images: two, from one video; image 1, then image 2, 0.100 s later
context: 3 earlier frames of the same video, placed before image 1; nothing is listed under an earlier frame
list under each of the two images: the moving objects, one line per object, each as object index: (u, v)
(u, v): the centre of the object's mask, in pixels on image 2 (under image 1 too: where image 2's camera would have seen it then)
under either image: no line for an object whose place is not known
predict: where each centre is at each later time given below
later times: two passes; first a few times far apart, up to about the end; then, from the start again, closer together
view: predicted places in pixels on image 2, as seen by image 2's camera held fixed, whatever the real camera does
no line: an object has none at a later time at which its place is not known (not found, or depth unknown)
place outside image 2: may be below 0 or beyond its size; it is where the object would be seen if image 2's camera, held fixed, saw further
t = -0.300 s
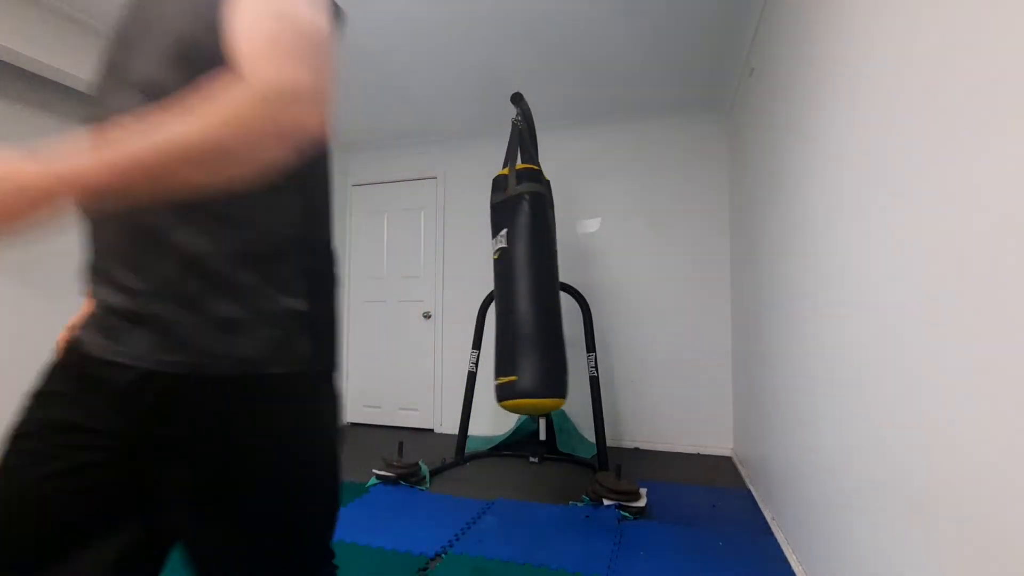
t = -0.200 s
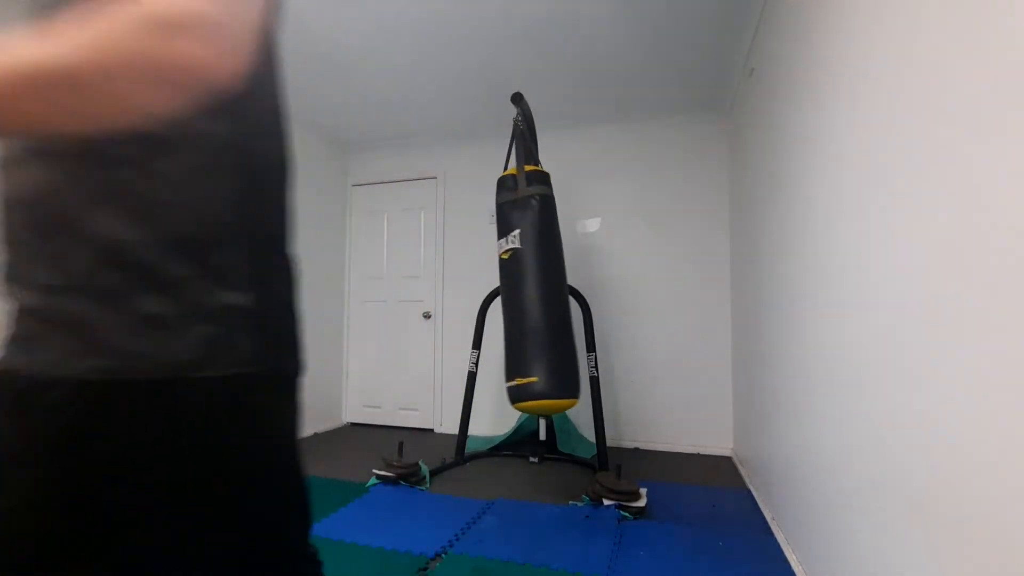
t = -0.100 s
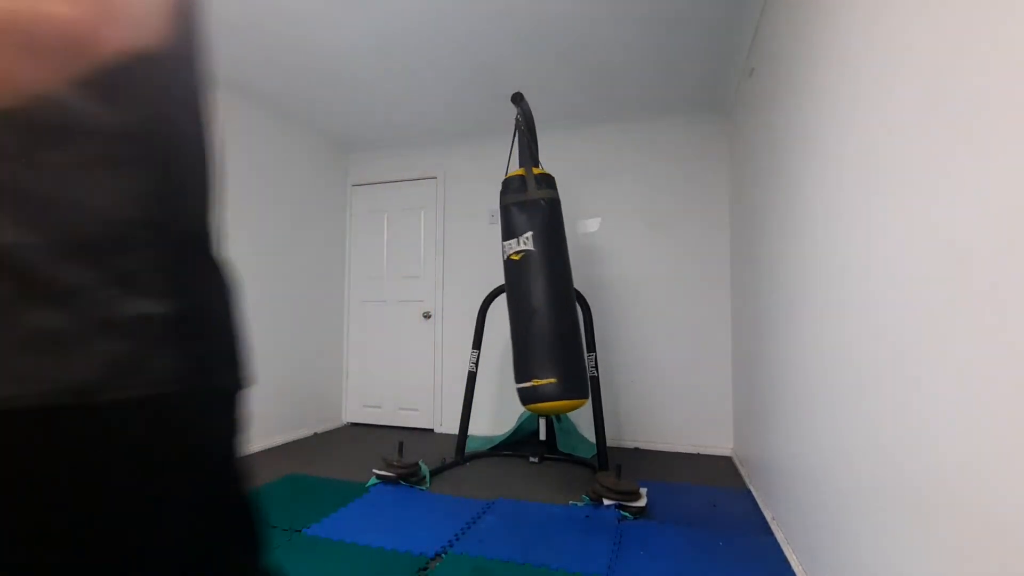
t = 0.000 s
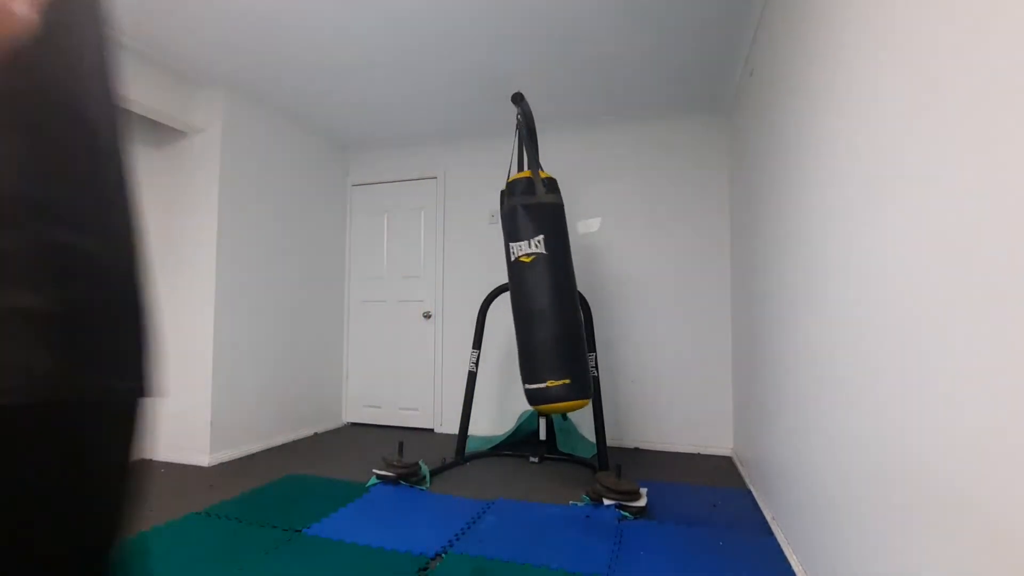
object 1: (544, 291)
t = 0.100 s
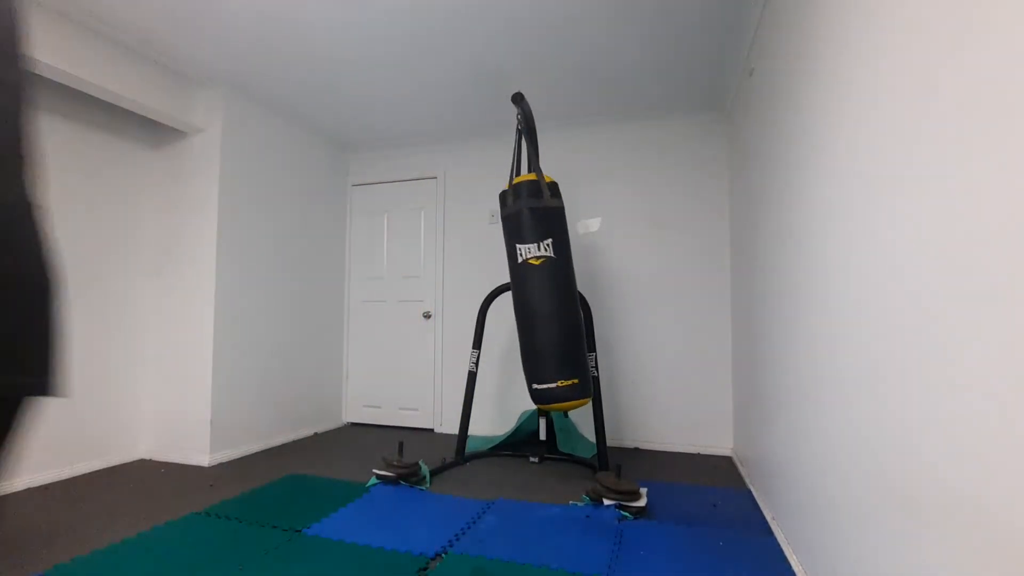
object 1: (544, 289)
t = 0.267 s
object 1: (540, 282)
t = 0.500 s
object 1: (530, 281)
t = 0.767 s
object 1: (519, 280)
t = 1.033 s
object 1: (507, 289)
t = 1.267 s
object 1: (500, 290)
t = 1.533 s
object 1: (502, 291)
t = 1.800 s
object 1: (515, 289)
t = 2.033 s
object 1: (528, 293)
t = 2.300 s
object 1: (536, 288)
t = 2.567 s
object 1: (534, 285)
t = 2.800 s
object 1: (526, 279)
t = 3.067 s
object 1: (516, 280)
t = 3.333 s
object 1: (507, 283)
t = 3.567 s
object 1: (504, 287)
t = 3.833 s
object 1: (508, 292)
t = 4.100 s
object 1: (520, 293)
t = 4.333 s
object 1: (530, 293)
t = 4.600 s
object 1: (535, 290)
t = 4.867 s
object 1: (530, 287)
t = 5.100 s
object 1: (522, 284)
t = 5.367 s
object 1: (513, 287)
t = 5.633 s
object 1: (506, 283)
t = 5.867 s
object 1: (506, 290)
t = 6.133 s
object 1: (513, 287)
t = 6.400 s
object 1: (525, 288)
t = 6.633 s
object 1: (532, 287)
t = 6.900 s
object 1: (532, 286)
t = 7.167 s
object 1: (526, 283)
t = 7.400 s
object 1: (518, 282)
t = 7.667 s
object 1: (510, 284)
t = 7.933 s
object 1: (506, 288)
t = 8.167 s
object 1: (508, 291)
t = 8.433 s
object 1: (518, 291)
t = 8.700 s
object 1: (529, 294)
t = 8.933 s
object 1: (534, 293)
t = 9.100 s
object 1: (533, 292)
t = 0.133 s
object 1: (544, 288)
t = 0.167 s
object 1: (543, 285)
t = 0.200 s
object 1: (542, 284)
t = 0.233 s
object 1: (541, 283)
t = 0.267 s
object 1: (540, 282)
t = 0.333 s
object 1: (538, 281)
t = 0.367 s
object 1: (537, 282)
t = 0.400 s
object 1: (535, 281)
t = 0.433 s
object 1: (533, 280)
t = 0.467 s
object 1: (532, 281)
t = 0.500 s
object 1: (530, 281)
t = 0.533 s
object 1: (529, 280)
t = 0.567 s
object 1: (528, 279)
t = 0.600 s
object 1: (527, 282)
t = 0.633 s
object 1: (525, 283)
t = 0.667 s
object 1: (524, 284)
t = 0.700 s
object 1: (522, 283)
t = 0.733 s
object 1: (521, 279)
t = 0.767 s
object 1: (519, 280)
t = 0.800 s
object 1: (518, 282)
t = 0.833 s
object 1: (516, 284)
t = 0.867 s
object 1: (515, 285)
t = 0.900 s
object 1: (513, 286)
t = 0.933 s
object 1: (512, 287)
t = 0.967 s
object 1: (510, 287)
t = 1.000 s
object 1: (509, 289)
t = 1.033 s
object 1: (507, 289)
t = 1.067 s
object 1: (506, 289)
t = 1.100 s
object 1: (504, 289)
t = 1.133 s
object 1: (503, 289)
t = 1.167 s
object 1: (502, 287)
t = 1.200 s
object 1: (501, 290)
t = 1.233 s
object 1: (500, 290)
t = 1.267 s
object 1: (500, 290)
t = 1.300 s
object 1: (500, 286)
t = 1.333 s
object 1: (499, 290)
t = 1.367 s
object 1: (499, 291)
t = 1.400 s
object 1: (499, 291)
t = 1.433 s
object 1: (500, 291)
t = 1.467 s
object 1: (500, 291)
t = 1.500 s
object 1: (501, 291)
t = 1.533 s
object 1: (502, 291)
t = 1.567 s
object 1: (503, 291)
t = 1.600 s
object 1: (504, 291)
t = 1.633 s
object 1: (506, 291)
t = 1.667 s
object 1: (507, 291)
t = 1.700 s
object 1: (509, 292)
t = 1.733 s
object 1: (511, 292)
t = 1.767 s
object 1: (513, 292)
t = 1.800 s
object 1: (515, 289)
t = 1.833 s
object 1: (516, 290)
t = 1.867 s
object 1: (518, 291)
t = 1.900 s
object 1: (520, 292)
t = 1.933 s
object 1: (522, 292)
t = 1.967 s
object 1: (524, 292)
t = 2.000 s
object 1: (526, 293)
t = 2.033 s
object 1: (528, 293)
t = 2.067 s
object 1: (529, 293)
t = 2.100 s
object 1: (531, 292)
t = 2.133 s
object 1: (532, 292)
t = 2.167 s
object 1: (533, 291)
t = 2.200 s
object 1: (534, 291)
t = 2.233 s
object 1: (535, 290)
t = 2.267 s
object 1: (535, 289)
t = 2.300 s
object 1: (536, 288)
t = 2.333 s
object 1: (536, 287)
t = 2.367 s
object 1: (536, 286)
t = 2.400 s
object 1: (536, 288)
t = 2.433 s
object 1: (536, 287)
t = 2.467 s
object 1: (535, 286)
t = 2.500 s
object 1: (535, 286)
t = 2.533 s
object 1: (534, 286)
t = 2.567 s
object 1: (534, 285)
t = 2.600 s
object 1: (533, 285)
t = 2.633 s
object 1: (532, 285)
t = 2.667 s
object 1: (531, 284)
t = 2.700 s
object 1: (530, 284)
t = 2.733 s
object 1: (529, 283)
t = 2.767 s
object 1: (528, 283)
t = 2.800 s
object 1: (526, 279)
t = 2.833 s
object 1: (525, 279)
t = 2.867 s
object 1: (524, 279)
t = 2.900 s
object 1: (522, 278)
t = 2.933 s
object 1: (521, 278)
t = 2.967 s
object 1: (520, 278)
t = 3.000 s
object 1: (518, 279)
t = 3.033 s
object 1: (517, 279)
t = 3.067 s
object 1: (516, 280)
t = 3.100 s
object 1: (514, 280)
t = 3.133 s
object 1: (513, 281)
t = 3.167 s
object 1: (512, 281)
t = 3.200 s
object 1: (511, 281)
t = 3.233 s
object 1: (510, 281)
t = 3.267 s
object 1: (509, 282)
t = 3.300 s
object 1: (508, 282)
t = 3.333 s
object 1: (507, 283)
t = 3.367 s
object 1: (506, 283)
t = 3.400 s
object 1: (506, 284)
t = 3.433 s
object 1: (505, 284)
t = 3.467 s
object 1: (505, 285)
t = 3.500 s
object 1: (504, 286)
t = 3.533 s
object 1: (504, 287)
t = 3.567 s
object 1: (504, 287)
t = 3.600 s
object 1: (504, 288)
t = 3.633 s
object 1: (504, 289)
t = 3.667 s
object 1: (505, 290)
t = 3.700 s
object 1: (505, 290)
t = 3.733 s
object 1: (506, 290)
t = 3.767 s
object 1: (507, 291)
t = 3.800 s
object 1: (507, 292)
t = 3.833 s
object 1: (508, 292)
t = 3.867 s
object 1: (510, 293)
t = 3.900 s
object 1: (511, 293)
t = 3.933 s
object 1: (512, 293)
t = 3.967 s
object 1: (514, 293)
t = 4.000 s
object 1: (515, 293)
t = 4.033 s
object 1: (517, 293)
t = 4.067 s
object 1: (519, 293)
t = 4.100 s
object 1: (520, 293)
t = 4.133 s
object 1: (522, 293)
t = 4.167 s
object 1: (524, 293)
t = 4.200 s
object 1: (525, 293)
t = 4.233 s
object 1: (526, 293)
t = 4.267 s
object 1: (528, 293)
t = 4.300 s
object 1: (529, 293)
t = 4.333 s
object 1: (530, 293)
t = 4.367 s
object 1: (531, 292)
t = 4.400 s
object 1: (532, 292)
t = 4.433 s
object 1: (533, 292)
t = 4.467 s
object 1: (534, 292)
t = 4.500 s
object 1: (534, 291)
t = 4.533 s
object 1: (534, 291)
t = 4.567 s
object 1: (535, 291)
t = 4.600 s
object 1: (535, 290)
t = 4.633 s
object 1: (534, 290)
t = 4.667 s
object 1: (534, 290)
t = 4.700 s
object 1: (534, 289)
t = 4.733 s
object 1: (533, 289)
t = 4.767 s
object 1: (533, 288)
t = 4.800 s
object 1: (532, 288)
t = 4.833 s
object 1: (531, 288)
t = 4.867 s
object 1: (530, 287)
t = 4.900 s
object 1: (530, 287)
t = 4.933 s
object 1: (528, 286)
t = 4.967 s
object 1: (527, 286)
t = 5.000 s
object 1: (526, 286)
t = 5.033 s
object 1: (525, 285)
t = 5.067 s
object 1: (524, 285)
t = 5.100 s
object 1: (522, 284)
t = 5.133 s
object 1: (521, 284)
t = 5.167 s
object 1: (520, 287)
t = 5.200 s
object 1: (519, 287)
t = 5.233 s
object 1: (517, 287)
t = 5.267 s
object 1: (516, 287)
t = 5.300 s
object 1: (515, 287)
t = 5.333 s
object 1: (514, 288)
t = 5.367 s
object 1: (513, 287)
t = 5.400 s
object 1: (511, 288)
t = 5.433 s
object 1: (511, 288)
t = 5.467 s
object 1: (510, 288)
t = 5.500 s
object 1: (509, 286)
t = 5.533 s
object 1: (508, 288)
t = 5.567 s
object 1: (508, 283)
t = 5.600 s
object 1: (507, 283)
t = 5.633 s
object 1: (506, 283)
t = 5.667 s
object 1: (506, 288)
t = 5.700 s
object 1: (506, 289)
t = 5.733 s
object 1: (506, 284)
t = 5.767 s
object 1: (505, 289)
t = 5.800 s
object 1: (506, 285)
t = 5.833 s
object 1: (506, 286)
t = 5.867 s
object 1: (506, 290)
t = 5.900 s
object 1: (506, 290)
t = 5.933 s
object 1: (507, 287)
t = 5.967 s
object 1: (508, 291)
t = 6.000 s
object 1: (508, 291)
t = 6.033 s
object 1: (510, 287)
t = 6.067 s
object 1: (511, 291)
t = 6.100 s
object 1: (512, 287)
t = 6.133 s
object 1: (513, 287)
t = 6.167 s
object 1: (515, 287)
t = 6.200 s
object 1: (516, 287)
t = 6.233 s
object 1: (517, 287)
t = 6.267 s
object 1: (519, 287)
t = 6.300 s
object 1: (520, 287)
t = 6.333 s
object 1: (522, 287)
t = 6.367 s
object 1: (523, 287)
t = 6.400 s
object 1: (525, 288)
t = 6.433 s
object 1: (526, 288)
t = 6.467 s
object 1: (527, 288)
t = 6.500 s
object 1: (528, 288)
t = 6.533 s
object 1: (529, 288)
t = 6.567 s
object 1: (530, 288)
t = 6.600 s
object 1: (531, 287)
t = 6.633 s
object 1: (532, 287)
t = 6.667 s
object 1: (532, 287)
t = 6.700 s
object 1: (533, 290)
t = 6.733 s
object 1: (533, 287)
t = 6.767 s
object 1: (533, 289)
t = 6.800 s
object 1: (533, 289)
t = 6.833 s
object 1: (533, 289)
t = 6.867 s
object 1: (533, 288)
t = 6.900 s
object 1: (532, 286)
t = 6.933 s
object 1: (532, 285)
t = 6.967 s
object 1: (531, 285)
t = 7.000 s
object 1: (531, 284)
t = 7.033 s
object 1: (530, 284)
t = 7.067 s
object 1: (529, 284)
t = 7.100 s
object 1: (528, 284)
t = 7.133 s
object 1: (527, 283)
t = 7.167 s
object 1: (526, 283)
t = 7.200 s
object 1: (525, 283)
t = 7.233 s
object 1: (524, 282)
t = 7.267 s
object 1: (523, 282)
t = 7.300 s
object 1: (522, 282)
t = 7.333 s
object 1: (520, 282)
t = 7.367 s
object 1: (519, 282)
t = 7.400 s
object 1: (518, 282)
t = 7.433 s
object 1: (517, 282)
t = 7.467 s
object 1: (516, 282)
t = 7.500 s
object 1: (515, 282)
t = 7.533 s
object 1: (514, 282)
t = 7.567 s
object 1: (512, 282)
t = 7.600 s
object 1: (511, 284)
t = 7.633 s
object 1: (511, 284)
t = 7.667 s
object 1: (510, 284)
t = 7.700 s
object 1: (509, 285)
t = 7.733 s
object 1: (508, 285)
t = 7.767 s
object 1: (508, 285)
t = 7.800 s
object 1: (507, 286)
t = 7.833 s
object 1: (507, 286)
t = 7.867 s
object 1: (506, 287)
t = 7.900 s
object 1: (506, 287)
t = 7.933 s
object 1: (506, 288)
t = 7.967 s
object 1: (506, 288)
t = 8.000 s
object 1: (506, 288)
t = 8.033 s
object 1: (506, 289)
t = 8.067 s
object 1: (507, 289)
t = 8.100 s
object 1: (507, 290)
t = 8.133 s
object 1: (508, 290)
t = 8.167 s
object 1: (508, 291)
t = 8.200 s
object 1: (509, 291)
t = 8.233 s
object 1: (510, 291)
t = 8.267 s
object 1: (511, 291)
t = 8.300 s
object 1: (513, 291)
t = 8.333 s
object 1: (514, 291)
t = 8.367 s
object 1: (515, 291)
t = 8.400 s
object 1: (516, 291)
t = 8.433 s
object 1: (518, 291)
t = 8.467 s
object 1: (519, 291)
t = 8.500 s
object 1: (521, 294)
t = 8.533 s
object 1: (522, 294)
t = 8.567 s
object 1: (524, 294)
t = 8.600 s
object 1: (525, 294)
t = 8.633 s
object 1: (526, 294)
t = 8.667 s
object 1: (528, 294)
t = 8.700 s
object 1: (529, 294)
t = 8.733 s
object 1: (530, 294)
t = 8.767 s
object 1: (531, 293)
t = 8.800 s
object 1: (532, 293)
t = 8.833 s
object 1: (532, 294)
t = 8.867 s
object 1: (533, 293)
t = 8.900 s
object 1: (533, 293)
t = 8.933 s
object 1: (534, 293)
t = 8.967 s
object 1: (534, 293)
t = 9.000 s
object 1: (534, 293)
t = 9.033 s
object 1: (534, 292)
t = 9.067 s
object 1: (534, 292)
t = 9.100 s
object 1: (533, 292)
